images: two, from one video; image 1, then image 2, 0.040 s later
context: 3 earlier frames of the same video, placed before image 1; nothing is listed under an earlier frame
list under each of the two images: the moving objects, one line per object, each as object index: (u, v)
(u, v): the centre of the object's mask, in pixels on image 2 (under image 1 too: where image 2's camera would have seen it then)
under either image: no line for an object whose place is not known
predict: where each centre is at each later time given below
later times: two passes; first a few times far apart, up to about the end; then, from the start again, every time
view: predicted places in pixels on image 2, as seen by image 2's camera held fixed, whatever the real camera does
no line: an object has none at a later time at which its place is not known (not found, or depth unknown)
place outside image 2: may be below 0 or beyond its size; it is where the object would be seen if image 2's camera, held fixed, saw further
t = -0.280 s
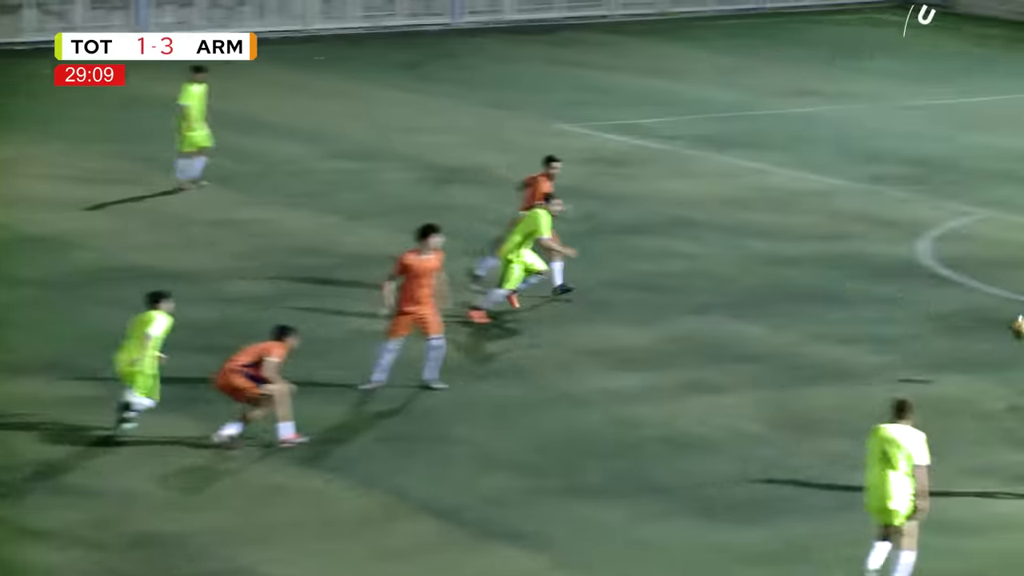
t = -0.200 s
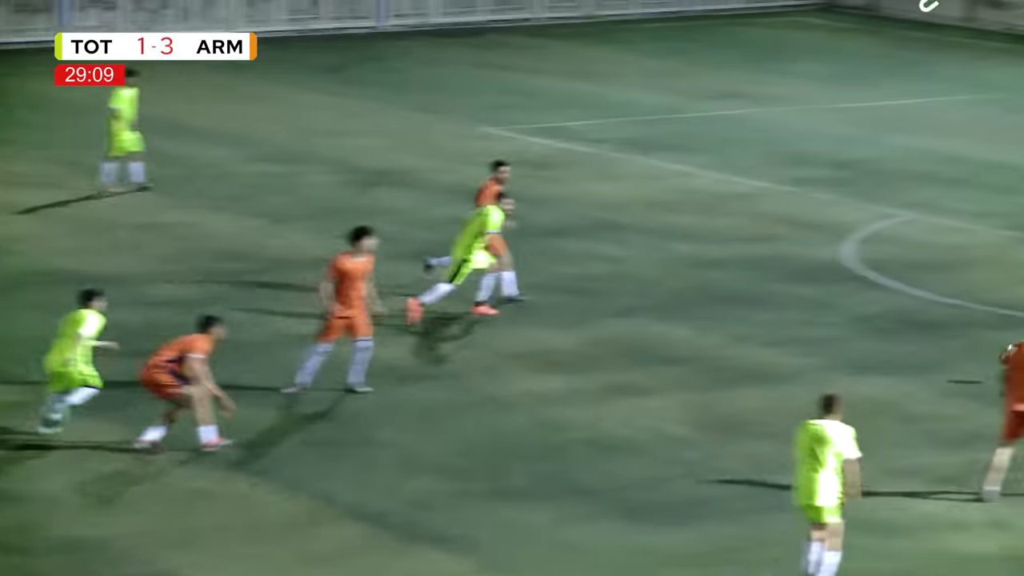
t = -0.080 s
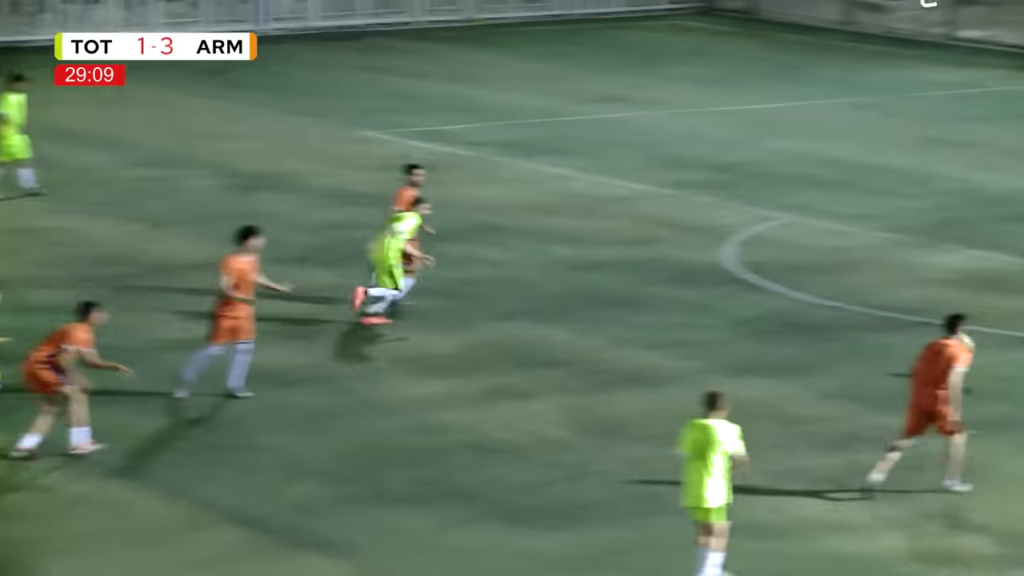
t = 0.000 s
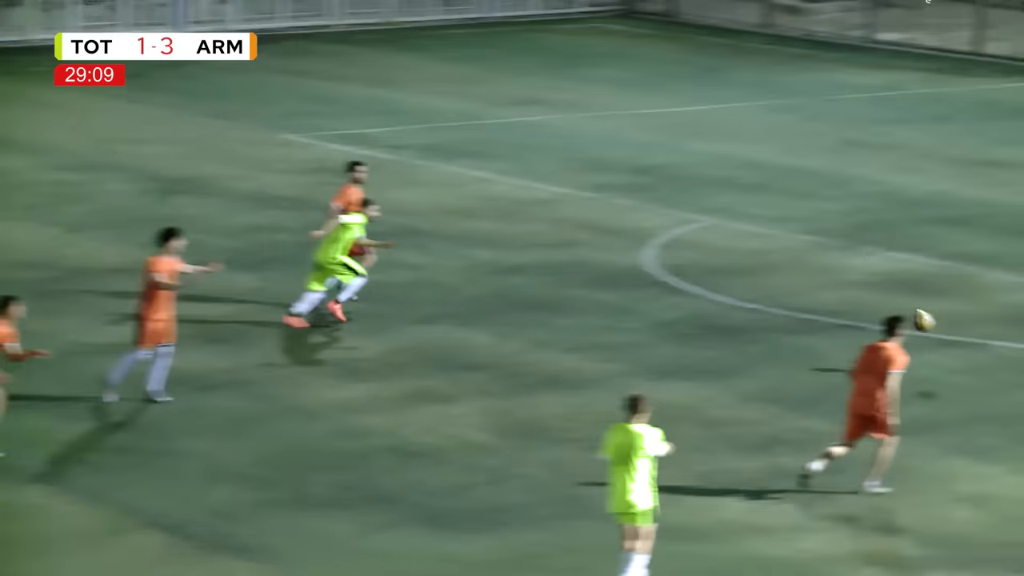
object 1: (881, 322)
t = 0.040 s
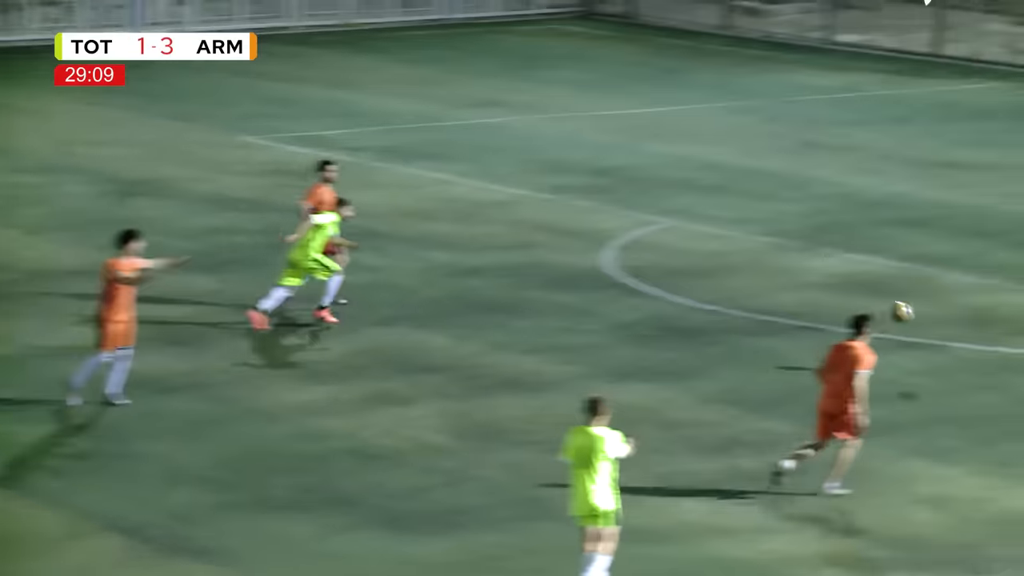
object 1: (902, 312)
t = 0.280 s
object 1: (1016, 285)
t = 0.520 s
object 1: (1118, 313)
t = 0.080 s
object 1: (922, 303)
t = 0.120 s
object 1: (941, 297)
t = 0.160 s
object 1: (960, 291)
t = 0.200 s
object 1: (979, 288)
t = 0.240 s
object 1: (998, 286)
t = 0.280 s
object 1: (1016, 285)
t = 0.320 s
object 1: (1034, 286)
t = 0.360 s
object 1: (1050, 289)
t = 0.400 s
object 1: (1067, 292)
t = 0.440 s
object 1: (1084, 298)
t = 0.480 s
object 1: (1101, 305)
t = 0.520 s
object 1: (1118, 313)
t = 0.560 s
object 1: (1133, 323)
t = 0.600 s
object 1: (1149, 332)
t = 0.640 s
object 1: (1168, 319)
